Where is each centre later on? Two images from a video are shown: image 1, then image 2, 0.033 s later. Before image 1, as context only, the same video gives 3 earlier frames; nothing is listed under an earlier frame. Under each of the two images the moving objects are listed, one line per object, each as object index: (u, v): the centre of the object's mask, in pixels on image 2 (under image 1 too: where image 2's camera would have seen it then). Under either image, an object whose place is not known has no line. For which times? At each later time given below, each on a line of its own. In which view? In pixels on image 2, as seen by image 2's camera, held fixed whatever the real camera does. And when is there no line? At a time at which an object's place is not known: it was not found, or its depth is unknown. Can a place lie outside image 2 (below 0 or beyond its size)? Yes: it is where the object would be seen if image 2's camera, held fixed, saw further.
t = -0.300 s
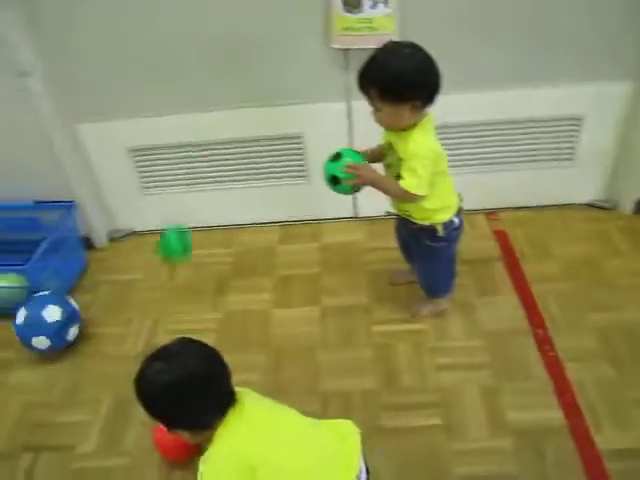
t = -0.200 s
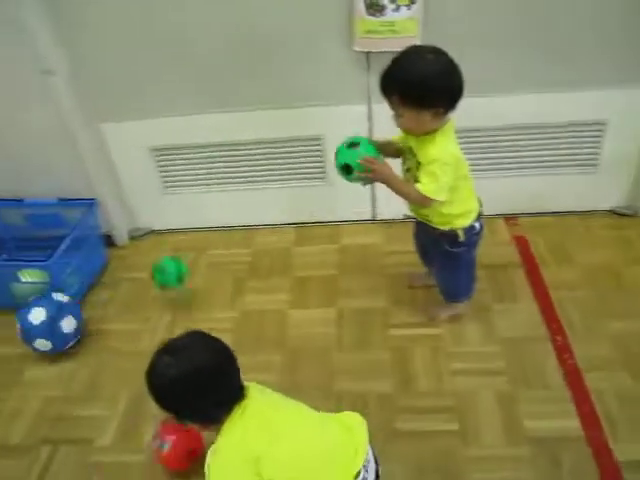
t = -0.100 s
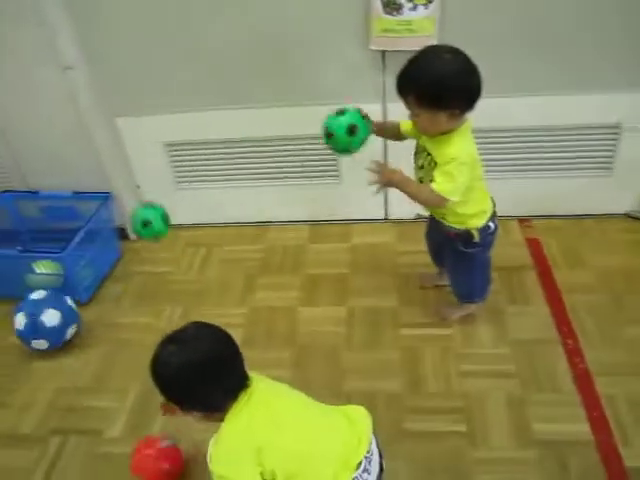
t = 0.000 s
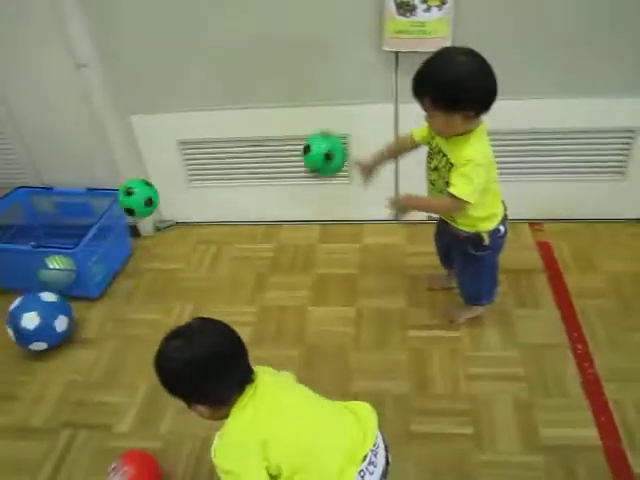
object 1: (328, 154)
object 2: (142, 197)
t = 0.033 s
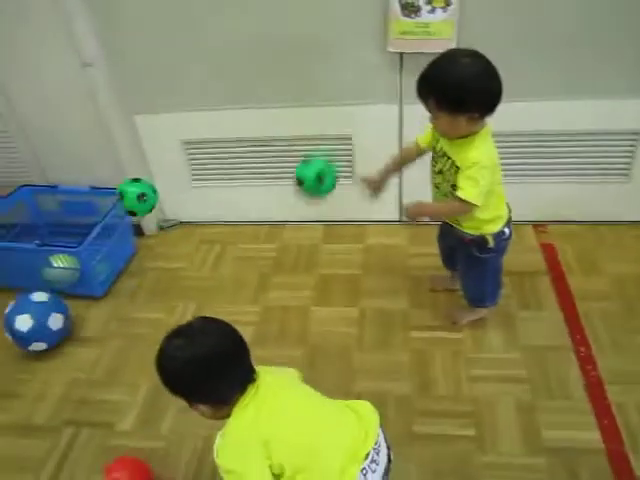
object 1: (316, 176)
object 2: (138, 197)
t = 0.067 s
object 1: (305, 200)
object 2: (132, 199)
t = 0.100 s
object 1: (294, 228)
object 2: (129, 205)
